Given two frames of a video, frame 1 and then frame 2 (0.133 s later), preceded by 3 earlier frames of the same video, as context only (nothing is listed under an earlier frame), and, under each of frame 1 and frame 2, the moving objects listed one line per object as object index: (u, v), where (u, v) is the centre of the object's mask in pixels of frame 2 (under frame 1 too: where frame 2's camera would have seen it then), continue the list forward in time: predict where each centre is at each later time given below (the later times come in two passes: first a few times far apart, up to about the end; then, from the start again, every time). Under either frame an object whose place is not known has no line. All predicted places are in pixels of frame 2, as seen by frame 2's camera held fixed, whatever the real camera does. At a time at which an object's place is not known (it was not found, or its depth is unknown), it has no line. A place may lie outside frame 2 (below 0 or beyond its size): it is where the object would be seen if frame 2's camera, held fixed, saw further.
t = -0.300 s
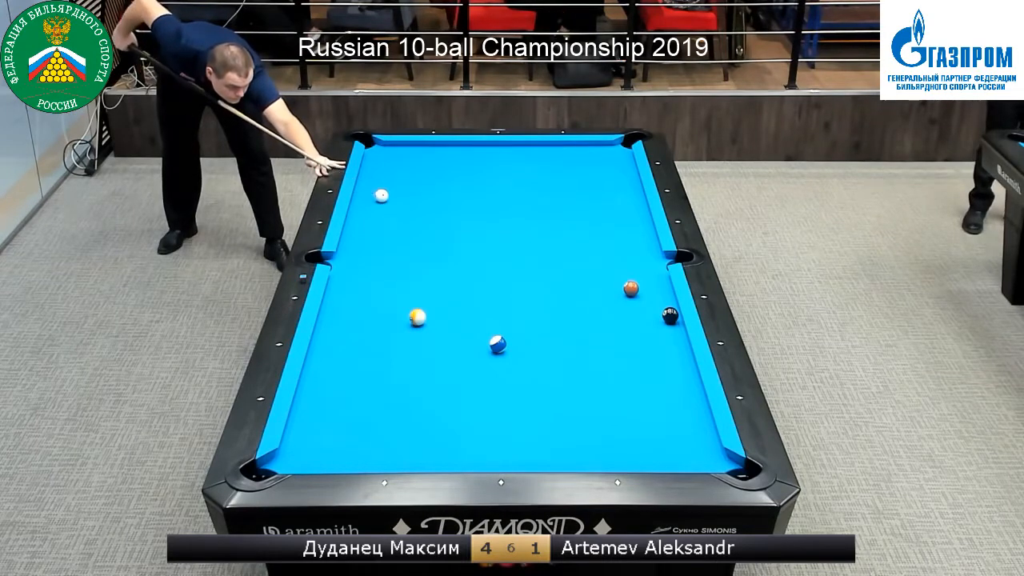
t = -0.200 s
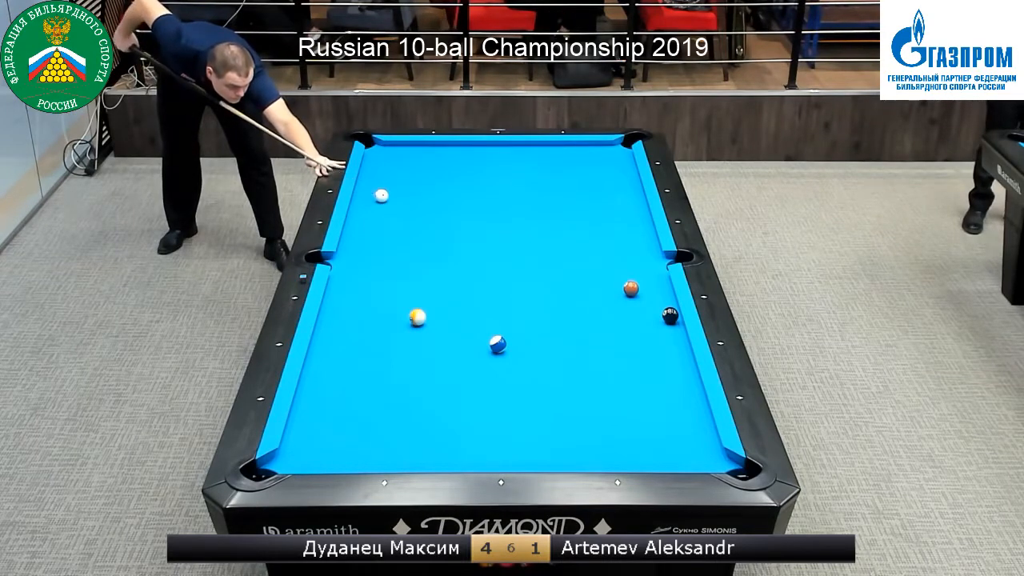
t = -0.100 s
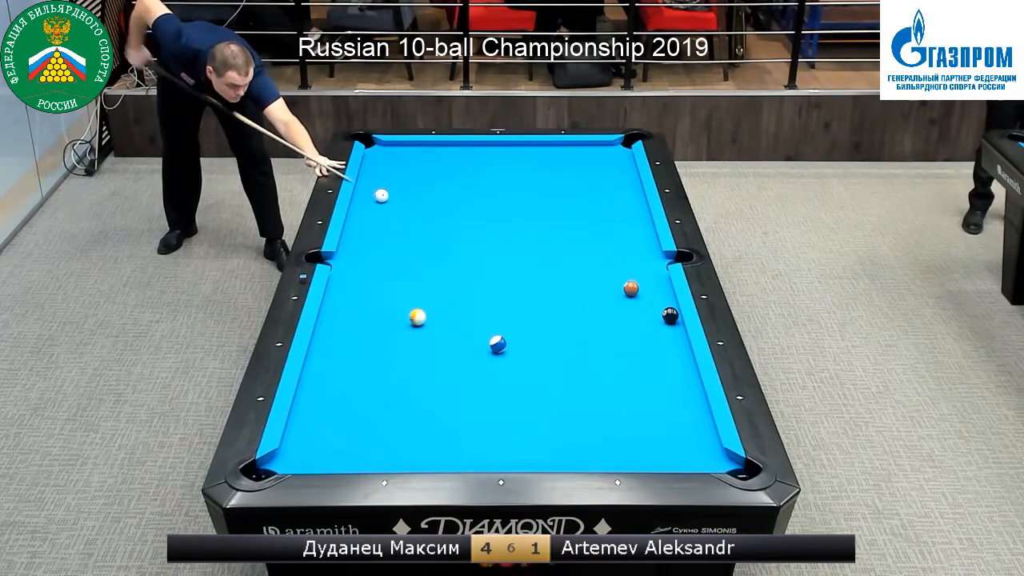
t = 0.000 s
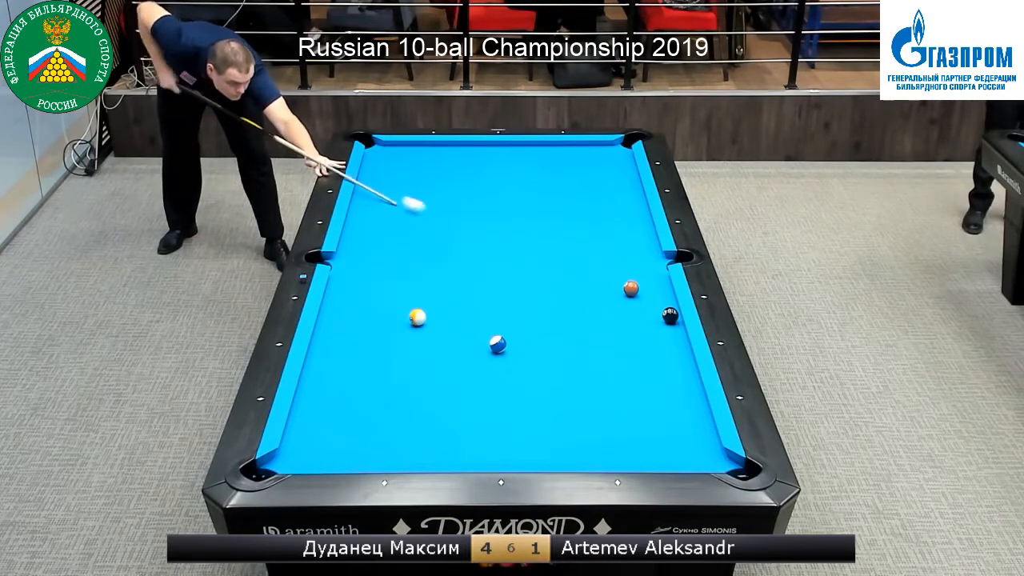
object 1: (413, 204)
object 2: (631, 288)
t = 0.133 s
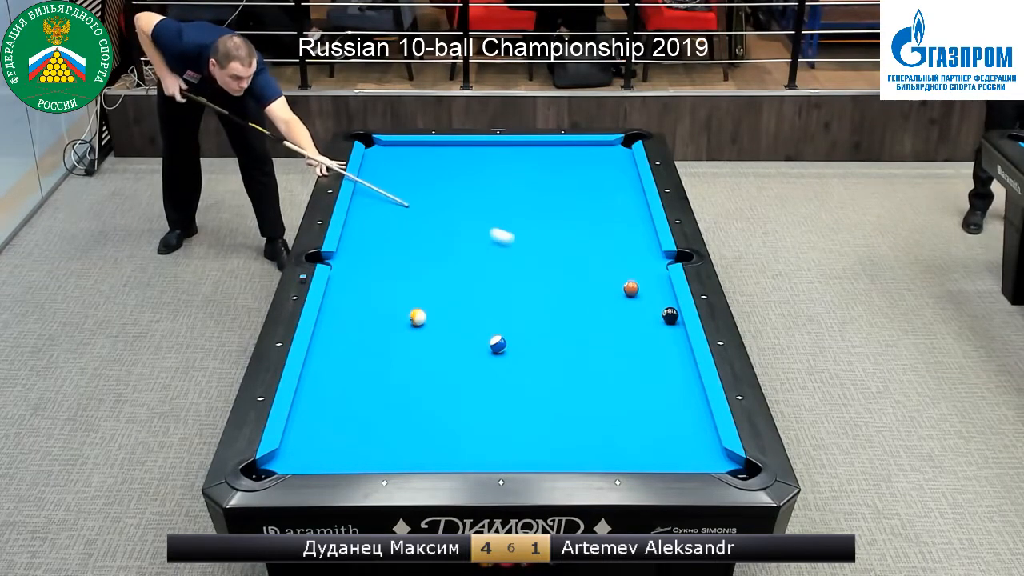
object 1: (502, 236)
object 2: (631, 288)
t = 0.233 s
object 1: (570, 260)
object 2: (631, 288)
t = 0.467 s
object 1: (636, 275)
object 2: (651, 326)
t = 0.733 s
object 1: (560, 261)
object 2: (686, 390)
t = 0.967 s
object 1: (500, 249)
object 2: (711, 453)
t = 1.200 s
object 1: (445, 238)
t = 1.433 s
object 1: (392, 227)
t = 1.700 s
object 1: (361, 218)
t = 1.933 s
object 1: (389, 214)
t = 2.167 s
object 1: (414, 210)
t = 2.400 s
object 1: (438, 206)
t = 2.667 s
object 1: (464, 202)
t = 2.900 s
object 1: (486, 199)
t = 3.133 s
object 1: (506, 196)
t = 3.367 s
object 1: (525, 194)
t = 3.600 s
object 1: (542, 191)
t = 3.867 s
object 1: (561, 188)
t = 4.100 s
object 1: (576, 186)
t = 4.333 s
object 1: (591, 185)
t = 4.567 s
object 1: (604, 183)
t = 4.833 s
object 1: (618, 181)
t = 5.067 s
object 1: (629, 179)
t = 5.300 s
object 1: (631, 178)
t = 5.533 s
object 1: (625, 178)
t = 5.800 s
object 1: (619, 177)
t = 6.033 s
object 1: (615, 177)
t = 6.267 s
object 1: (612, 176)
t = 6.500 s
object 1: (610, 176)
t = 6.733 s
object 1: (609, 176)
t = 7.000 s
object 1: (609, 176)
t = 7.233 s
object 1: (609, 176)
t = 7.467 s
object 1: (609, 176)
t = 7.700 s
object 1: (609, 176)
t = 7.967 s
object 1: (609, 176)
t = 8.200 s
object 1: (609, 176)
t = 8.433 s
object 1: (609, 176)
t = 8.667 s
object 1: (609, 176)
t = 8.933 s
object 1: (609, 176)
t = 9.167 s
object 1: (609, 176)
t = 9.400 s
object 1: (609, 176)
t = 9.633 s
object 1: (609, 176)
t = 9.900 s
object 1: (609, 176)
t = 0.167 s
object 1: (524, 244)
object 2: (631, 288)
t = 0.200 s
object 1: (546, 252)
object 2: (631, 288)
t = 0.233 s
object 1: (570, 260)
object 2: (631, 288)
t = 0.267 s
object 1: (593, 268)
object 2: (631, 288)
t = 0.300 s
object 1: (615, 275)
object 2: (631, 288)
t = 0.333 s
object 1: (637, 279)
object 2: (633, 292)
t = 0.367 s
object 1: (655, 280)
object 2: (638, 301)
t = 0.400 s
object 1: (660, 279)
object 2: (642, 309)
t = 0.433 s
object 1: (647, 277)
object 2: (646, 317)
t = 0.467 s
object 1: (636, 275)
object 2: (651, 326)
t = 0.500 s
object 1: (624, 273)
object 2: (656, 335)
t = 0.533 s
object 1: (614, 271)
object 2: (660, 342)
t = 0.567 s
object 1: (605, 270)
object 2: (664, 350)
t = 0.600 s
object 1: (596, 267)
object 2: (668, 358)
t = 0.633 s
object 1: (587, 266)
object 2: (673, 365)
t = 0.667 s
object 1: (578, 264)
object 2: (677, 374)
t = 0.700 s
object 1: (569, 262)
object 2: (681, 381)
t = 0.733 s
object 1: (560, 261)
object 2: (686, 390)
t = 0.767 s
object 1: (551, 259)
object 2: (690, 399)
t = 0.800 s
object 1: (542, 257)
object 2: (695, 407)
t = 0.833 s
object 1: (534, 255)
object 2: (700, 416)
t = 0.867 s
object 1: (525, 254)
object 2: (705, 426)
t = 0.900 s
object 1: (517, 252)
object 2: (708, 436)
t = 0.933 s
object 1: (509, 251)
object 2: (710, 444)
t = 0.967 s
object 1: (500, 249)
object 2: (711, 453)
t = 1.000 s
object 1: (492, 247)
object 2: (713, 460)
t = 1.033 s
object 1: (484, 246)
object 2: (720, 462)
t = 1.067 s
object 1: (476, 244)
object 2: (728, 463)
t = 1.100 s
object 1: (468, 242)
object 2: (737, 466)
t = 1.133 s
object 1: (460, 241)
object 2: (739, 473)
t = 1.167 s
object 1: (453, 239)
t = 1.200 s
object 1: (445, 238)
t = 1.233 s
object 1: (437, 236)
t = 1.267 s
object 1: (429, 235)
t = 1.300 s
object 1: (422, 233)
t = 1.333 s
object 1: (414, 232)
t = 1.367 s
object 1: (407, 230)
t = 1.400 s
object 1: (399, 229)
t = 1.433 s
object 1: (392, 227)
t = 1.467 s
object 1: (385, 226)
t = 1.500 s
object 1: (378, 225)
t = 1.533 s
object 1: (370, 223)
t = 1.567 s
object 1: (363, 222)
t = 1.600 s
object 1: (356, 220)
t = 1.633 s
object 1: (351, 219)
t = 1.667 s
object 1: (356, 219)
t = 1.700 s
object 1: (361, 218)
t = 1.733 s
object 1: (365, 218)
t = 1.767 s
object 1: (369, 217)
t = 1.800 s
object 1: (373, 216)
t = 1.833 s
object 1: (377, 216)
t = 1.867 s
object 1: (381, 215)
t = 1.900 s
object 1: (385, 214)
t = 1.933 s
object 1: (389, 214)
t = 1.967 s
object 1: (392, 213)
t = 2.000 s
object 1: (396, 212)
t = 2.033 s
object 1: (400, 212)
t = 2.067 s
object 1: (403, 212)
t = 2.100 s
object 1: (407, 211)
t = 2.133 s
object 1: (411, 211)
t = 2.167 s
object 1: (414, 210)
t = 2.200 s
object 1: (418, 209)
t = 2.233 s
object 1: (421, 209)
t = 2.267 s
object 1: (425, 208)
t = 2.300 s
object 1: (428, 208)
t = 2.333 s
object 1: (432, 207)
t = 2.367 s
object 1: (435, 207)
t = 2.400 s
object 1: (438, 206)
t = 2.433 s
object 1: (442, 206)
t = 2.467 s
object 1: (445, 205)
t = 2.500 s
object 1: (448, 205)
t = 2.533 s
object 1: (452, 204)
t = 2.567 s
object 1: (455, 204)
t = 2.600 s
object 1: (458, 204)
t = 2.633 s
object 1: (461, 203)
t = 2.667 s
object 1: (464, 202)
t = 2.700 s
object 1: (468, 202)
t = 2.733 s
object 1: (471, 201)
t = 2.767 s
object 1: (474, 201)
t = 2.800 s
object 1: (477, 200)
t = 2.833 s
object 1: (480, 200)
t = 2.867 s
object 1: (483, 200)
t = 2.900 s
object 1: (486, 199)
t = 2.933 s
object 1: (489, 199)
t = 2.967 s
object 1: (492, 198)
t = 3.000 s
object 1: (494, 198)
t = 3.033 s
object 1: (497, 198)
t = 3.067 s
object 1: (500, 197)
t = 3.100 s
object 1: (503, 197)
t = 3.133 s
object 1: (506, 196)
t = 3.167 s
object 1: (509, 196)
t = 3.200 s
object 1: (511, 196)
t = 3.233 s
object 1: (514, 195)
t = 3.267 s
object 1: (517, 195)
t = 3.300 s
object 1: (519, 195)
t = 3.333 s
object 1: (522, 194)
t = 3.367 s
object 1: (525, 194)
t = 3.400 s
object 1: (527, 193)
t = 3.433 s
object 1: (530, 193)
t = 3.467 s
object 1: (532, 193)
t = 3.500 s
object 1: (535, 192)
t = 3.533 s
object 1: (537, 192)
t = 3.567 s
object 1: (540, 192)
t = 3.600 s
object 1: (542, 191)
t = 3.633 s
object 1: (545, 191)
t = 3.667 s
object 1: (547, 191)
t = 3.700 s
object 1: (550, 190)
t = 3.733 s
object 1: (552, 190)
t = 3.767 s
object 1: (554, 190)
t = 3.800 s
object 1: (557, 189)
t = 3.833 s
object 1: (559, 189)
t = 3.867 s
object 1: (561, 188)
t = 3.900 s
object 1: (563, 188)
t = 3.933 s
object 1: (566, 188)
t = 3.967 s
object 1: (568, 188)
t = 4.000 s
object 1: (570, 187)
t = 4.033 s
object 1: (572, 187)
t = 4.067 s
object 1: (574, 187)
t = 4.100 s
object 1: (576, 186)
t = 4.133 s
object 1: (579, 186)
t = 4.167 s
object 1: (581, 186)
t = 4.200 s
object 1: (583, 186)
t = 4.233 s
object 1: (585, 185)
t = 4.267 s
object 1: (587, 185)
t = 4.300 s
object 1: (589, 185)
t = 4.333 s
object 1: (591, 185)
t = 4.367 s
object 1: (593, 184)
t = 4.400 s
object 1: (595, 184)
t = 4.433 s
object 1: (597, 184)
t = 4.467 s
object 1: (599, 183)
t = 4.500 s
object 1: (600, 183)
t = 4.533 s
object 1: (602, 183)
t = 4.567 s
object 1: (604, 183)
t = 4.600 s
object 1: (606, 183)
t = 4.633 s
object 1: (608, 182)
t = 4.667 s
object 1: (610, 182)
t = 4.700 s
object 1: (611, 182)
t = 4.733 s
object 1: (613, 182)
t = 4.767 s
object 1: (615, 181)
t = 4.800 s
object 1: (617, 181)
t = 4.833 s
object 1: (618, 181)
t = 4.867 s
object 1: (620, 181)
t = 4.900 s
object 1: (621, 181)
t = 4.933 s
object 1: (623, 180)
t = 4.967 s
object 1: (625, 180)
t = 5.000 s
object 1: (626, 180)
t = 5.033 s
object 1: (628, 180)
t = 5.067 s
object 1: (629, 179)
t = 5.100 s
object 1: (631, 179)
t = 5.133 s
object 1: (632, 179)
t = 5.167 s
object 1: (634, 179)
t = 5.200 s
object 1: (633, 179)
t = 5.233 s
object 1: (633, 179)
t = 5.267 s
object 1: (632, 179)
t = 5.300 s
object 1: (631, 178)
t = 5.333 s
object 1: (630, 178)
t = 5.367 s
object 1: (629, 178)
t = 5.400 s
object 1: (628, 178)
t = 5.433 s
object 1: (627, 178)
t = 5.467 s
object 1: (626, 178)
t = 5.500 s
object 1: (626, 178)
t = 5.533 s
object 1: (625, 178)
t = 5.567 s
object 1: (624, 178)
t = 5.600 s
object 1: (623, 178)
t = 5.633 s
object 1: (623, 178)
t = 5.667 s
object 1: (622, 178)
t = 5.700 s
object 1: (621, 178)
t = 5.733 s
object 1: (620, 177)
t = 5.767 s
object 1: (620, 177)
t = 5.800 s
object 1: (619, 177)
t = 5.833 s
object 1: (618, 177)
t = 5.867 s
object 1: (618, 177)
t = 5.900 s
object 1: (617, 177)
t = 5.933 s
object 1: (617, 177)
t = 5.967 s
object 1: (616, 177)
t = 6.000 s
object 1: (616, 177)
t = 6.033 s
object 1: (615, 177)
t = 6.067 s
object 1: (615, 177)
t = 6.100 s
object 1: (615, 177)
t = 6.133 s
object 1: (614, 176)
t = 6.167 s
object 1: (614, 177)
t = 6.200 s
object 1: (613, 177)
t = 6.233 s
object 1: (613, 177)
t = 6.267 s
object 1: (612, 176)
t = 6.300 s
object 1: (612, 176)
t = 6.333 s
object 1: (612, 176)
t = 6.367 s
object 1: (611, 176)
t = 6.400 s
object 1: (611, 176)
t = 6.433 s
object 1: (611, 176)
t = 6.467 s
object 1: (611, 176)
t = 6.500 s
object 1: (610, 176)
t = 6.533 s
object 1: (610, 176)
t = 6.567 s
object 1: (610, 176)
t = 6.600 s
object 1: (610, 176)
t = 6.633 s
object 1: (610, 176)
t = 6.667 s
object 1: (610, 176)
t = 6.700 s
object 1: (610, 176)
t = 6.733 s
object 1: (609, 176)
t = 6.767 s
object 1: (609, 176)
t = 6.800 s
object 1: (609, 176)
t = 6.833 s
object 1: (609, 176)
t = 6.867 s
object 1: (609, 176)
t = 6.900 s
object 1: (609, 176)
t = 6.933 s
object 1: (609, 176)
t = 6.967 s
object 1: (609, 176)
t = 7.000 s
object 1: (609, 176)
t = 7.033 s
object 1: (609, 176)
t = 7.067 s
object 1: (609, 176)
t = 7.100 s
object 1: (609, 176)
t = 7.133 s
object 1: (609, 176)
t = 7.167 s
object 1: (609, 176)
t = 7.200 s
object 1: (609, 176)
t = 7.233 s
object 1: (609, 176)
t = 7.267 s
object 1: (609, 176)
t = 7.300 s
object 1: (609, 176)
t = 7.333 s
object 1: (609, 176)
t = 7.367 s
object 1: (609, 176)
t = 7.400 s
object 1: (609, 176)
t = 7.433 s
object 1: (609, 176)
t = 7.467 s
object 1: (609, 176)
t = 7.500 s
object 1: (609, 176)
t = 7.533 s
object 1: (609, 176)
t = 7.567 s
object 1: (609, 176)
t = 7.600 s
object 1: (609, 176)
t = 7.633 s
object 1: (609, 176)
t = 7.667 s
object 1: (609, 176)
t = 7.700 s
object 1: (609, 176)
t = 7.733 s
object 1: (609, 176)
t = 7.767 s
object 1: (609, 176)
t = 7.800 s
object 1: (609, 176)
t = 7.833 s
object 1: (609, 176)
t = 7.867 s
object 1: (609, 176)
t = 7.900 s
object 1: (609, 176)
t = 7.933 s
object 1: (609, 176)
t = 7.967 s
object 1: (609, 176)
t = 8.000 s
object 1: (609, 176)
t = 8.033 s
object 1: (609, 176)
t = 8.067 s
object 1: (609, 176)
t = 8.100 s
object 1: (609, 176)
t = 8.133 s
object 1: (609, 176)
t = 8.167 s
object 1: (609, 176)
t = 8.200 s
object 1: (609, 176)
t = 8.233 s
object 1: (609, 176)
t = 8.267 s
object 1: (609, 176)
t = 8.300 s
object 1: (609, 176)
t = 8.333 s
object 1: (609, 176)
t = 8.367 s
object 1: (609, 176)
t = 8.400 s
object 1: (609, 176)
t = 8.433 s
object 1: (609, 176)
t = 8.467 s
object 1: (609, 176)
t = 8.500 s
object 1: (609, 176)
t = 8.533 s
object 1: (609, 176)
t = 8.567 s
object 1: (609, 176)
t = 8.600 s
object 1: (609, 176)
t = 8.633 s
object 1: (609, 176)
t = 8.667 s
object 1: (609, 176)
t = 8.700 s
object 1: (609, 176)
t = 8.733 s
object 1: (609, 176)
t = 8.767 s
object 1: (609, 176)
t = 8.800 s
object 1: (609, 176)
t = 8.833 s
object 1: (609, 176)
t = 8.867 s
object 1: (609, 176)
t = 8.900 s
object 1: (609, 176)
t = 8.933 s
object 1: (609, 176)
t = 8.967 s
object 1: (609, 176)
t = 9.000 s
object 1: (609, 176)
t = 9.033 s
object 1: (609, 176)
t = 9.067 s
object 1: (609, 176)
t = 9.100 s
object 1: (609, 176)
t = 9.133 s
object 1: (609, 176)
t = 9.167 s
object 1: (609, 176)
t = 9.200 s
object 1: (609, 176)
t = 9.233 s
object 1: (609, 176)
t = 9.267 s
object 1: (609, 176)
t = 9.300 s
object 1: (609, 176)
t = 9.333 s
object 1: (609, 176)
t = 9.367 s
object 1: (609, 176)
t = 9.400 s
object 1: (609, 176)
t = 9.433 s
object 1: (609, 176)
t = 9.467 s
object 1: (609, 176)
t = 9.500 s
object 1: (609, 176)
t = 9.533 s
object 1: (609, 176)
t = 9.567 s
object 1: (609, 176)
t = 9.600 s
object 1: (609, 176)
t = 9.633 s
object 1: (609, 176)
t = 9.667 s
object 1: (609, 176)
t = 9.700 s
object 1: (609, 176)
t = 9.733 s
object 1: (609, 176)
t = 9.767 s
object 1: (609, 176)
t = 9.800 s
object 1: (609, 176)
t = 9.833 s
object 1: (609, 176)
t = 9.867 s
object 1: (609, 176)
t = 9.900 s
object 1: (609, 176)
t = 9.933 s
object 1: (609, 176)
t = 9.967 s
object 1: (609, 176)
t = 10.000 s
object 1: (609, 176)
